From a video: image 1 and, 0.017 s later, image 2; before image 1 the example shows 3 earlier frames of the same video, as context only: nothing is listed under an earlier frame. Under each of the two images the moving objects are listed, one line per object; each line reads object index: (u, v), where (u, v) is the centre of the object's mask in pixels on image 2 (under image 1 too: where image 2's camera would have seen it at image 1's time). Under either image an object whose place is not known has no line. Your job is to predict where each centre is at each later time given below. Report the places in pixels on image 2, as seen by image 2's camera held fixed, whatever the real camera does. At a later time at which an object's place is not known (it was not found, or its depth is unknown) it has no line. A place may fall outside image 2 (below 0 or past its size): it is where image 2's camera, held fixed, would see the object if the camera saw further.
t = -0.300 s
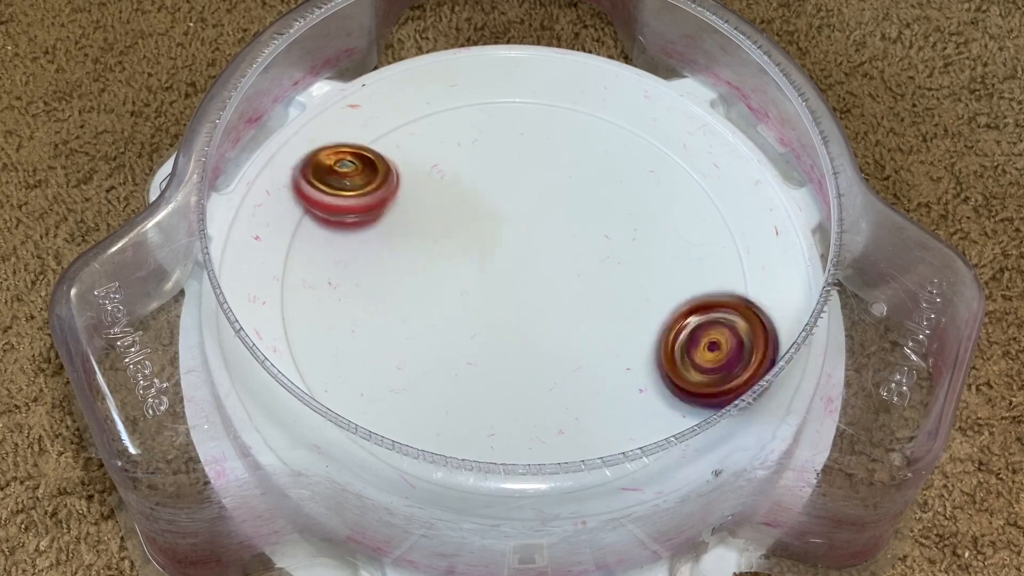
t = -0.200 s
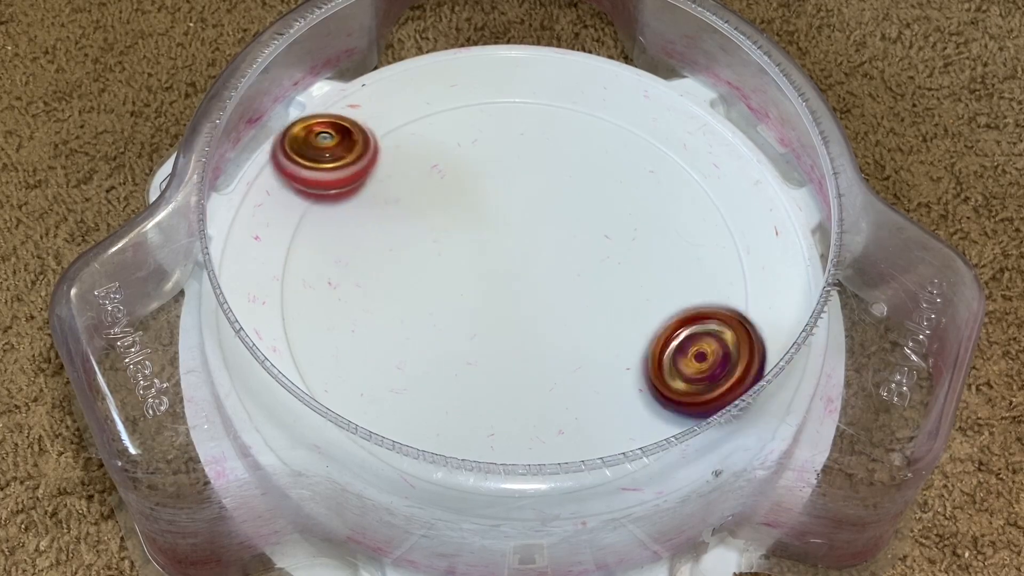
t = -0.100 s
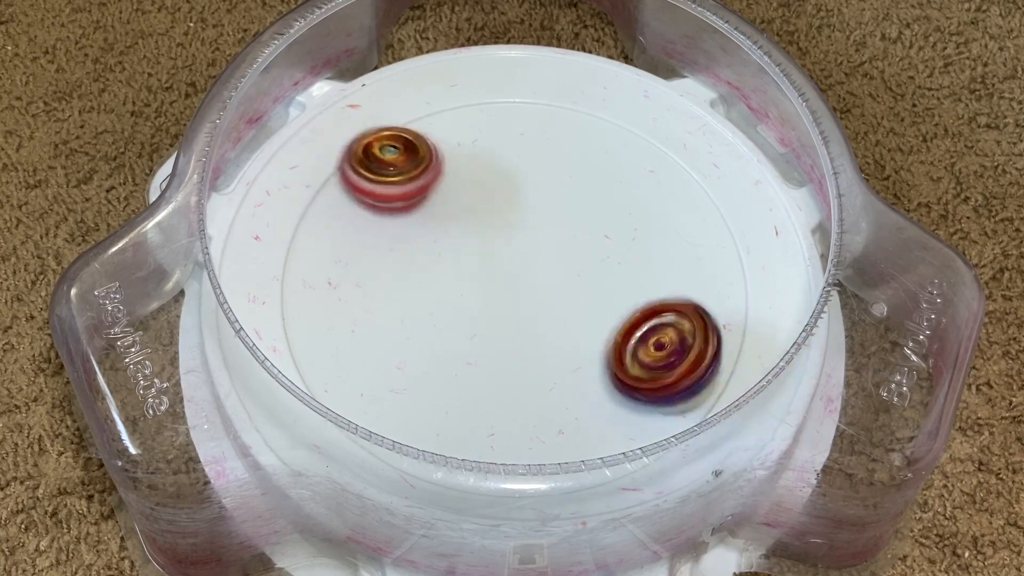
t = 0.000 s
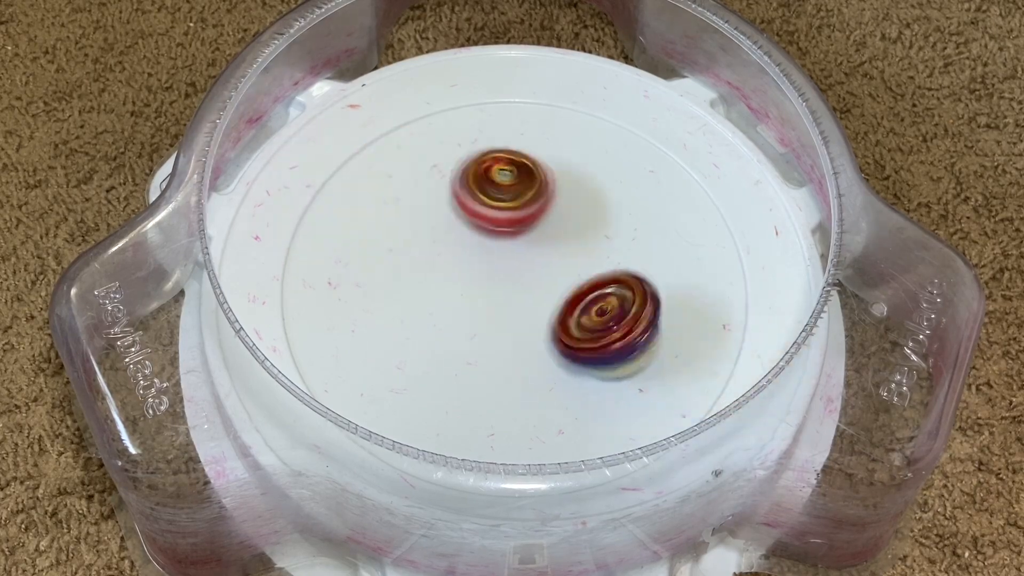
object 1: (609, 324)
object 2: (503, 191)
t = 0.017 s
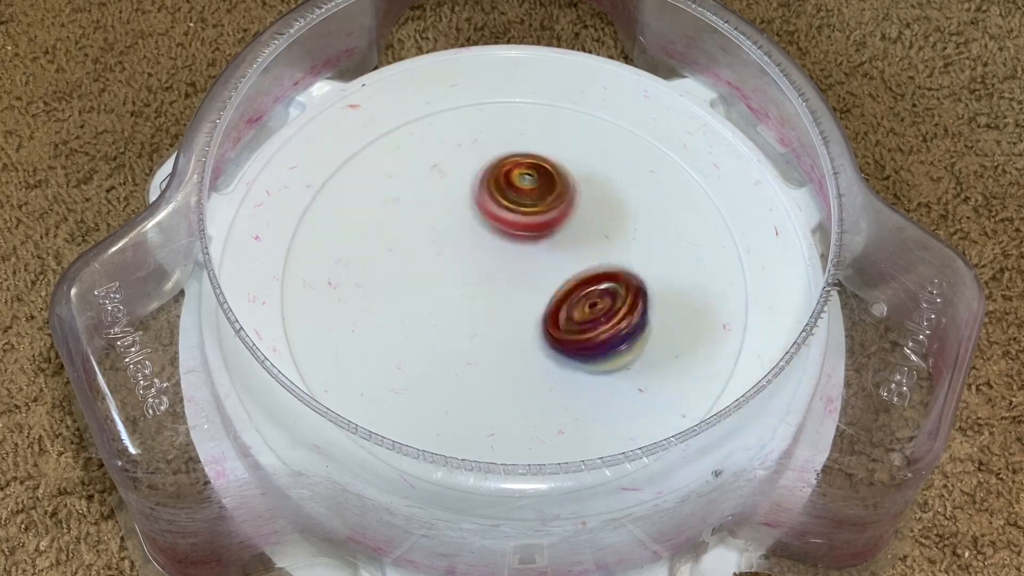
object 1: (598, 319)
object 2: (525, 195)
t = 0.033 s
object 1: (587, 314)
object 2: (547, 199)
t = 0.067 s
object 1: (568, 303)
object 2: (595, 209)
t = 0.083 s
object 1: (559, 306)
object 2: (618, 202)
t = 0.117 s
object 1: (538, 313)
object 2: (662, 192)
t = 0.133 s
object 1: (527, 320)
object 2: (682, 186)
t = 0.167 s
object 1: (506, 328)
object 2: (720, 179)
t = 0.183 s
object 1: (496, 332)
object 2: (732, 178)
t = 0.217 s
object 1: (477, 337)
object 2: (751, 185)
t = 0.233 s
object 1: (468, 340)
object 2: (759, 190)
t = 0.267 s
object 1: (450, 345)
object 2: (766, 202)
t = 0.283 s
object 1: (443, 348)
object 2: (766, 210)
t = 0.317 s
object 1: (430, 351)
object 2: (766, 228)
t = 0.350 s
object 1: (420, 354)
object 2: (764, 247)
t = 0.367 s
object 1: (417, 355)
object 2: (762, 258)
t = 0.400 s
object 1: (412, 355)
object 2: (757, 279)
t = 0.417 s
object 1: (410, 354)
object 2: (754, 291)
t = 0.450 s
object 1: (410, 352)
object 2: (745, 315)
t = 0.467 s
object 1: (411, 350)
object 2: (737, 329)
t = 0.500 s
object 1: (414, 346)
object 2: (716, 355)
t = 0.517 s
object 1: (417, 345)
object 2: (701, 369)
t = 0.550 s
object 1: (424, 340)
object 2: (665, 396)
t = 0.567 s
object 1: (429, 337)
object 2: (641, 402)
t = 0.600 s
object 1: (438, 332)
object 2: (591, 415)
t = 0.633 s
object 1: (450, 327)
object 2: (535, 420)
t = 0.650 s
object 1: (456, 324)
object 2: (507, 418)
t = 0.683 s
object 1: (467, 316)
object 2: (450, 407)
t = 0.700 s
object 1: (473, 314)
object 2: (422, 397)
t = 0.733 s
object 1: (482, 311)
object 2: (372, 371)
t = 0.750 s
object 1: (486, 309)
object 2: (349, 355)
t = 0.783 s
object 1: (494, 302)
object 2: (312, 318)
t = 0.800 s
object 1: (497, 300)
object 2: (298, 299)
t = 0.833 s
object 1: (501, 291)
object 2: (277, 256)
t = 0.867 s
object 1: (505, 283)
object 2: (282, 212)
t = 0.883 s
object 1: (505, 278)
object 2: (289, 194)
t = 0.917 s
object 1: (502, 267)
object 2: (308, 156)
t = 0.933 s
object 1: (501, 262)
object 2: (320, 137)
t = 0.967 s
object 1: (495, 251)
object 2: (345, 99)
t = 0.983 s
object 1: (492, 245)
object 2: (361, 86)
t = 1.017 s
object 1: (484, 234)
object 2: (407, 69)
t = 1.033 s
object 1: (479, 228)
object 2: (431, 60)
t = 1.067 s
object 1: (468, 217)
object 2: (480, 44)
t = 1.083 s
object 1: (461, 212)
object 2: (505, 38)
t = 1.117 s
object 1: (449, 204)
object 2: (557, 33)
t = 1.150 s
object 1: (435, 196)
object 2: (602, 41)
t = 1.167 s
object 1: (428, 194)
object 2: (608, 57)
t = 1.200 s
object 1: (415, 190)
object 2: (622, 97)
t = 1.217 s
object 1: (409, 188)
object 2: (628, 120)
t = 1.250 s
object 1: (400, 187)
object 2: (641, 167)
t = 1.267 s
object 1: (396, 187)
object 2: (645, 193)
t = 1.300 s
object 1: (391, 189)
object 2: (650, 245)
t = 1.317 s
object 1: (388, 191)
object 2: (649, 272)
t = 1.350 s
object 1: (389, 196)
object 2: (641, 325)
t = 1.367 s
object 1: (390, 200)
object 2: (634, 350)
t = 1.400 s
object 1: (396, 208)
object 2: (613, 397)
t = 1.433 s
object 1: (404, 218)
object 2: (582, 440)
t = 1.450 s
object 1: (409, 224)
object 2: (564, 461)
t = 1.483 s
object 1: (419, 236)
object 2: (521, 475)
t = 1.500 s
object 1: (425, 243)
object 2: (498, 475)
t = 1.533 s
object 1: (435, 256)
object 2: (443, 479)
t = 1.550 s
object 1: (441, 263)
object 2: (418, 485)
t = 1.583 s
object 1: (451, 273)
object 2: (375, 472)
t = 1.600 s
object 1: (457, 280)
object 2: (357, 451)
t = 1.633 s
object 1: (466, 290)
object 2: (320, 420)
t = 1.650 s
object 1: (471, 295)
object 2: (300, 405)
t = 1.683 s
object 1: (480, 301)
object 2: (263, 371)
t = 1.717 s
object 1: (487, 304)
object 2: (230, 332)
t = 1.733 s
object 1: (490, 305)
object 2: (223, 312)
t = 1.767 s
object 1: (497, 303)
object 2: (232, 273)
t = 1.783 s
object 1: (501, 303)
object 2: (259, 260)
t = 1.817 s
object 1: (508, 297)
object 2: (290, 236)
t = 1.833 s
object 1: (511, 295)
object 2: (310, 225)
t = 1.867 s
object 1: (520, 289)
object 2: (353, 202)
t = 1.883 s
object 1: (524, 286)
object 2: (375, 192)
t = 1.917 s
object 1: (533, 280)
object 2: (426, 174)
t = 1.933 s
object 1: (537, 278)
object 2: (450, 167)
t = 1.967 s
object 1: (547, 272)
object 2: (500, 157)
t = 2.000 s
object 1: (556, 268)
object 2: (549, 152)
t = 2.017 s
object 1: (561, 265)
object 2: (574, 152)
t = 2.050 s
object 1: (569, 263)
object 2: (621, 153)
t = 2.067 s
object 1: (574, 261)
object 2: (642, 156)
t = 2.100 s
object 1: (580, 260)
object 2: (685, 165)
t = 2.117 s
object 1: (584, 259)
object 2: (704, 172)
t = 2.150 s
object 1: (588, 258)
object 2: (735, 190)
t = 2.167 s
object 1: (589, 257)
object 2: (739, 204)
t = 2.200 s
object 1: (590, 257)
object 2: (743, 242)
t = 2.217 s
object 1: (592, 258)
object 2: (745, 259)
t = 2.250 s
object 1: (594, 259)
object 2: (745, 295)
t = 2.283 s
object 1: (597, 260)
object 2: (735, 331)
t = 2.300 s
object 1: (599, 260)
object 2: (723, 347)
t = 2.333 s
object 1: (602, 261)
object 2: (697, 383)
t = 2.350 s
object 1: (604, 263)
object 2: (681, 400)
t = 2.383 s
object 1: (608, 265)
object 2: (641, 429)
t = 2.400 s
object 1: (610, 266)
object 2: (615, 435)
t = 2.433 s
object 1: (614, 269)
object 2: (565, 449)
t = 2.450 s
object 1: (617, 271)
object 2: (535, 455)
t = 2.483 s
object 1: (620, 274)
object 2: (475, 451)
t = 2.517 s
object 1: (624, 279)
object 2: (421, 435)
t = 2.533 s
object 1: (626, 281)
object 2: (400, 422)
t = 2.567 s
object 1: (627, 287)
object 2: (357, 393)
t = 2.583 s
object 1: (629, 290)
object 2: (349, 370)
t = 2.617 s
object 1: (629, 296)
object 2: (321, 337)
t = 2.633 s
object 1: (630, 299)
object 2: (310, 319)
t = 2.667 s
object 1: (628, 305)
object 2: (305, 278)
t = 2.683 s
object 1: (628, 308)
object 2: (306, 258)
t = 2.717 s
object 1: (627, 314)
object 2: (316, 219)
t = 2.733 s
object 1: (626, 317)
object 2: (325, 201)
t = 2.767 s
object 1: (622, 324)
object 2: (349, 167)
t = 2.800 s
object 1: (618, 331)
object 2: (379, 137)
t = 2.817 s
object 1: (616, 334)
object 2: (396, 124)
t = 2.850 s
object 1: (610, 340)
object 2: (434, 102)
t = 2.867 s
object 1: (607, 344)
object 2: (455, 92)
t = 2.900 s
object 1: (599, 351)
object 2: (499, 77)
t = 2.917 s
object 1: (596, 354)
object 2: (520, 75)
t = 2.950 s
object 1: (586, 361)
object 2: (566, 87)
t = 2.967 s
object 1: (582, 364)
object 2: (588, 91)
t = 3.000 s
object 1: (571, 371)
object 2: (630, 107)
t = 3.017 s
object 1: (566, 373)
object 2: (649, 122)
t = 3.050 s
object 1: (554, 379)
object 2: (684, 151)
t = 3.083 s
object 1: (541, 384)
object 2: (711, 183)
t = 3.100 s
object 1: (535, 386)
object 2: (720, 203)
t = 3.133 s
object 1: (521, 390)
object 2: (736, 243)
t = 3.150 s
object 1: (514, 391)
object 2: (739, 265)
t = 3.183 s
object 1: (499, 393)
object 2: (732, 311)
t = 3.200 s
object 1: (492, 394)
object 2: (723, 335)
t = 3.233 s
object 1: (477, 393)
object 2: (691, 374)
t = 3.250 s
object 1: (469, 393)
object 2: (673, 388)
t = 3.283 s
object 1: (453, 390)
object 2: (631, 424)
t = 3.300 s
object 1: (446, 388)
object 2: (606, 435)
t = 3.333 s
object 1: (432, 384)
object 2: (554, 451)
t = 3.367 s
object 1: (417, 375)
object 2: (501, 458)
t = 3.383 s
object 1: (397, 358)
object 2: (492, 466)
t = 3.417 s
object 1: (358, 320)
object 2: (472, 468)
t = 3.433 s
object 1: (341, 302)
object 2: (462, 472)
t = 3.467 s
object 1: (312, 267)
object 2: (440, 471)
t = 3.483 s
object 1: (300, 249)
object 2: (428, 466)
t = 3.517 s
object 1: (289, 215)
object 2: (401, 460)
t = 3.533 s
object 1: (285, 201)
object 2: (392, 446)
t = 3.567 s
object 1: (277, 169)
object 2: (370, 423)
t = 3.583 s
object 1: (282, 158)
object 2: (361, 410)
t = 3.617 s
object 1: (307, 149)
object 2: (344, 380)
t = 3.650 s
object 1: (332, 140)
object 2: (332, 342)
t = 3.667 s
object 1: (345, 139)
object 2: (331, 322)
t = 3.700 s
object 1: (370, 137)
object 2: (334, 282)
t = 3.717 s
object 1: (383, 138)
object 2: (339, 262)
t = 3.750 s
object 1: (414, 142)
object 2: (356, 226)
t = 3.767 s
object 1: (429, 143)
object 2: (367, 209)
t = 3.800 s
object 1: (467, 131)
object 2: (378, 198)
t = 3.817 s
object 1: (486, 126)
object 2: (384, 196)
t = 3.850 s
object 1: (522, 116)
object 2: (405, 189)
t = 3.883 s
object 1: (554, 109)
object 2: (431, 185)
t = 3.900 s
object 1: (570, 108)
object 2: (447, 185)
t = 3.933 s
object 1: (596, 113)
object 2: (480, 188)
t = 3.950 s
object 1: (607, 121)
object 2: (496, 192)
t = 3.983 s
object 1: (626, 136)
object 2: (531, 203)
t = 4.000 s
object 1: (634, 145)
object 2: (548, 209)
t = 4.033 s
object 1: (653, 167)
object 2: (575, 229)
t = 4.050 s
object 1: (662, 172)
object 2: (585, 244)
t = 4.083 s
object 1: (678, 187)
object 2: (599, 274)
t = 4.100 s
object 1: (683, 195)
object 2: (605, 291)
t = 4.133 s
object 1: (688, 213)
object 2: (612, 323)
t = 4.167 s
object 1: (685, 232)
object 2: (611, 356)
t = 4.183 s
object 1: (682, 240)
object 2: (610, 372)
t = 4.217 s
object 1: (668, 256)
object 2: (597, 401)
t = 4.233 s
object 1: (658, 262)
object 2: (589, 411)
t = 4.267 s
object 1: (637, 276)
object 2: (564, 425)
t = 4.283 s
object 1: (626, 280)
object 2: (554, 449)
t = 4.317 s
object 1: (602, 287)
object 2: (521, 464)
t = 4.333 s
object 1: (591, 289)
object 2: (502, 457)
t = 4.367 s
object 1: (566, 290)
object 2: (466, 444)
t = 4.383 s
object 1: (554, 291)
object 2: (449, 436)
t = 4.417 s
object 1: (533, 287)
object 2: (423, 410)
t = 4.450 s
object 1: (513, 279)
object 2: (391, 392)
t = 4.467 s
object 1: (504, 274)
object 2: (376, 381)
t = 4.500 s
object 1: (487, 263)
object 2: (356, 353)
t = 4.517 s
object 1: (479, 257)
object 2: (350, 335)
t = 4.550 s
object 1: (463, 244)
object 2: (349, 303)
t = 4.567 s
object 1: (456, 237)
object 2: (352, 286)
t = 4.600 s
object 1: (464, 216)
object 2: (338, 264)
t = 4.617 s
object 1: (473, 202)
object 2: (330, 254)
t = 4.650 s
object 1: (484, 175)
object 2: (321, 236)
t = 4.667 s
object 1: (490, 164)
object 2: (320, 227)
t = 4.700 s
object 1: (499, 140)
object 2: (327, 211)
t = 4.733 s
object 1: (504, 119)
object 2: (342, 196)
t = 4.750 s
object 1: (506, 111)
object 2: (353, 191)
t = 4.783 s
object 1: (510, 97)
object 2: (381, 181)
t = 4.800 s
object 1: (510, 90)
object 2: (397, 177)
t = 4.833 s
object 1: (511, 81)
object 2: (435, 175)
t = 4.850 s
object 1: (514, 84)
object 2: (455, 176)
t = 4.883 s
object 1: (519, 83)
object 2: (492, 191)
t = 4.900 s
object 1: (525, 84)
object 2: (508, 204)
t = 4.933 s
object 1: (532, 89)
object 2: (538, 233)
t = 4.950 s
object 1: (536, 97)
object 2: (553, 247)
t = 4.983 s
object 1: (541, 109)
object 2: (581, 275)
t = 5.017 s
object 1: (548, 126)
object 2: (604, 303)
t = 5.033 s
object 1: (551, 134)
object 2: (613, 317)
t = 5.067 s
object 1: (555, 153)
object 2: (628, 347)
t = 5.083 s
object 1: (557, 164)
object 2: (632, 361)
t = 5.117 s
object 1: (560, 182)
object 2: (638, 390)
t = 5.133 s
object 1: (560, 194)
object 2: (636, 400)
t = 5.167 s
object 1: (566, 214)
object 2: (630, 431)
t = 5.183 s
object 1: (566, 223)
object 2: (624, 440)
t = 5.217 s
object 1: (572, 243)
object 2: (600, 446)
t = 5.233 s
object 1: (574, 252)
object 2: (586, 447)
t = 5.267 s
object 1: (581, 269)
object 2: (556, 443)
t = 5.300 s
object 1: (590, 286)
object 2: (527, 439)
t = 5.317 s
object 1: (594, 294)
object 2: (513, 426)
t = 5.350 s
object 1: (602, 310)
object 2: (491, 417)
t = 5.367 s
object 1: (606, 320)
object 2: (479, 410)
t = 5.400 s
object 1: (610, 337)
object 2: (458, 390)
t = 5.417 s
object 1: (611, 345)
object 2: (451, 379)
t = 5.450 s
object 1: (610, 360)
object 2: (438, 357)
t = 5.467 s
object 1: (610, 366)
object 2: (433, 345)
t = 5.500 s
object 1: (606, 379)
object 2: (426, 322)
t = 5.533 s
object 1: (600, 389)
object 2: (427, 298)
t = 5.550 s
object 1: (597, 393)
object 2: (429, 286)
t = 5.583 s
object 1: (588, 401)
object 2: (440, 263)
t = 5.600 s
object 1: (583, 403)
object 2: (446, 252)
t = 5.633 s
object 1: (571, 407)
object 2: (464, 230)
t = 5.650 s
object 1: (565, 408)
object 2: (474, 221)
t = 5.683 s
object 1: (551, 409)
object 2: (497, 202)
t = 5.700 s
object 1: (543, 408)
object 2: (509, 194)
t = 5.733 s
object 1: (526, 407)
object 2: (536, 180)
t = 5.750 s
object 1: (517, 405)
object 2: (550, 174)
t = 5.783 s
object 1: (498, 400)
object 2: (579, 163)
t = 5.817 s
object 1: (477, 391)
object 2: (608, 156)
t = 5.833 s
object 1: (467, 385)
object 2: (623, 154)
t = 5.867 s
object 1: (447, 372)
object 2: (652, 152)
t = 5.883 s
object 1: (436, 365)
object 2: (665, 153)
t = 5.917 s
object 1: (416, 348)
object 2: (690, 156)
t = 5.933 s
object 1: (407, 338)
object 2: (700, 160)
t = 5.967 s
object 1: (390, 318)
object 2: (703, 181)
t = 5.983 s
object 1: (384, 308)
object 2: (704, 192)
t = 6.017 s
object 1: (371, 284)
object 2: (699, 215)
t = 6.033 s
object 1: (366, 274)
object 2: (694, 227)
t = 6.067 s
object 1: (359, 249)
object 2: (681, 249)
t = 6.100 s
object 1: (355, 228)
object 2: (664, 272)
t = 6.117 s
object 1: (355, 216)
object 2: (654, 282)
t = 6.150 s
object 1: (355, 195)
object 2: (633, 301)
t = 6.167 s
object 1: (357, 185)
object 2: (621, 309)
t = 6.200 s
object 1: (362, 164)
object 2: (596, 325)
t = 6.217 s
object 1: (364, 158)
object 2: (582, 332)
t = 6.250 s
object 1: (375, 140)
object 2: (553, 340)
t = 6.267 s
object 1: (383, 139)
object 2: (537, 342)
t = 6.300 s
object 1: (401, 136)
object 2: (507, 342)
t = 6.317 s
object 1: (410, 136)
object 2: (493, 339)
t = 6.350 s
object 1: (429, 137)
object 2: (464, 329)
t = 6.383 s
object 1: (447, 139)
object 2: (436, 315)
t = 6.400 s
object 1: (459, 141)
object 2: (423, 306)
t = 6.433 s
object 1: (479, 145)
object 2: (400, 285)
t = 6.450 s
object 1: (490, 148)
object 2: (390, 273)
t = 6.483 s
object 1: (512, 153)
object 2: (373, 248)
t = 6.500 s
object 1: (524, 156)
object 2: (367, 234)
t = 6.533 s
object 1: (546, 163)
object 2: (358, 207)
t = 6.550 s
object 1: (558, 166)
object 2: (355, 194)
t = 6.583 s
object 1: (581, 173)
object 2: (355, 168)
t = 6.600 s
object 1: (593, 178)
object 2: (356, 155)
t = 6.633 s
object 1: (615, 186)
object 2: (362, 134)
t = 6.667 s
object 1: (637, 197)
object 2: (376, 123)
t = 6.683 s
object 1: (648, 204)
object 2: (387, 122)
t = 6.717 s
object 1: (666, 218)
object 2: (410, 121)
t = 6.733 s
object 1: (675, 225)
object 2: (421, 123)
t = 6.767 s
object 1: (690, 240)
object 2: (444, 128)
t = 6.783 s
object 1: (696, 248)
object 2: (455, 133)
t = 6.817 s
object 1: (706, 264)
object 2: (477, 144)
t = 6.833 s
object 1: (709, 273)
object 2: (488, 150)
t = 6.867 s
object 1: (713, 288)
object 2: (510, 164)
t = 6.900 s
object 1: (709, 302)
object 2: (530, 180)
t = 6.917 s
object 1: (705, 308)
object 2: (539, 188)
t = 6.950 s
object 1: (696, 318)
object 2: (556, 205)
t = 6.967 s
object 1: (689, 321)
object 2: (563, 215)
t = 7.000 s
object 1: (675, 329)
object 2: (575, 235)
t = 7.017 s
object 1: (667, 332)
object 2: (579, 246)
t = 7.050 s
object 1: (651, 340)
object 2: (578, 267)
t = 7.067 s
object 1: (648, 348)
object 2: (569, 272)
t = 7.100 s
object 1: (638, 365)
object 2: (548, 280)
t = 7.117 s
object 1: (630, 370)
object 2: (538, 284)
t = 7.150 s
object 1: (610, 379)
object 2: (520, 292)
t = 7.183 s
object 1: (588, 384)
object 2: (504, 298)
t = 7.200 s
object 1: (578, 386)
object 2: (497, 301)
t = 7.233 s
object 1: (554, 386)
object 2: (483, 304)
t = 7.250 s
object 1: (546, 390)
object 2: (472, 301)
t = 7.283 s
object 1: (533, 393)
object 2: (451, 290)
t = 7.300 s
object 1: (526, 394)
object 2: (442, 285)
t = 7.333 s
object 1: (513, 390)
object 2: (427, 276)
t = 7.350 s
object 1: (506, 390)
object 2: (422, 271)
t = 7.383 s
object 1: (494, 383)
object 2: (414, 264)
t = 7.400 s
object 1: (488, 380)
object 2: (412, 262)
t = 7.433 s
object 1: (475, 369)
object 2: (411, 258)
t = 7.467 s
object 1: (463, 357)
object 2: (412, 257)
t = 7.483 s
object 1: (458, 350)
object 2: (411, 254)
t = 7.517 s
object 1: (455, 348)
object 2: (407, 242)
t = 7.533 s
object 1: (454, 348)
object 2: (405, 236)
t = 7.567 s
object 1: (455, 343)
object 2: (406, 227)
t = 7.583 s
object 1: (456, 341)
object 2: (407, 224)
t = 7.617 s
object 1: (460, 334)
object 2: (410, 221)
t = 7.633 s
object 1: (460, 331)
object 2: (412, 220)
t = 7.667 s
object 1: (465, 323)
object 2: (417, 220)
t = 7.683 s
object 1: (466, 319)
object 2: (420, 219)
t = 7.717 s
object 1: (474, 308)
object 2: (426, 220)
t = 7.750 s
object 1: (481, 302)
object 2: (430, 220)
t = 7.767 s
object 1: (485, 298)
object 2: (431, 219)
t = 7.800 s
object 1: (498, 292)
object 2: (434, 218)
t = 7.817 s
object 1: (503, 291)
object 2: (435, 217)
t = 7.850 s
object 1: (518, 285)
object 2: (437, 217)
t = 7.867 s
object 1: (524, 285)
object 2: (438, 217)
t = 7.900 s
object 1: (537, 279)
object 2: (441, 218)
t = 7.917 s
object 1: (542, 279)
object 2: (443, 219)
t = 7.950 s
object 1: (554, 277)
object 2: (448, 221)
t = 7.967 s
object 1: (558, 278)
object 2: (449, 222)
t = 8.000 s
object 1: (565, 278)
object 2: (453, 225)
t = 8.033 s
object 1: (569, 279)
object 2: (458, 227)
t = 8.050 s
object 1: (571, 279)
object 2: (460, 229)
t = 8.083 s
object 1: (573, 281)
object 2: (464, 232)
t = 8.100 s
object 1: (575, 280)
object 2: (467, 233)
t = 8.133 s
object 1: (575, 281)
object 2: (471, 235)
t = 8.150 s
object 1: (576, 280)
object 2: (473, 236)
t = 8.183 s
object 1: (576, 281)
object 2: (475, 238)
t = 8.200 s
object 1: (578, 281)
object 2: (477, 239)
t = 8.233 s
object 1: (578, 282)
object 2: (479, 241)
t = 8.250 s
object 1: (579, 283)
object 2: (480, 242)
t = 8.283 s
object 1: (578, 284)
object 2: (483, 243)
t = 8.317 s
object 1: (578, 286)
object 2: (485, 245)
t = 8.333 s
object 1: (585, 287)
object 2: (477, 246)
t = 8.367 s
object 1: (595, 289)
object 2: (460, 244)
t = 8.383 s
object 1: (597, 288)
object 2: (454, 244)
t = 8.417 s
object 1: (600, 288)
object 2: (445, 245)
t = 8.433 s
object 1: (599, 288)
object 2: (441, 246)
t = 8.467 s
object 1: (596, 288)
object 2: (437, 249)
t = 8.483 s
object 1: (594, 288)
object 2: (437, 250)
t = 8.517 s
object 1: (588, 288)
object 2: (439, 252)
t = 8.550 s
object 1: (581, 288)
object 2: (441, 253)
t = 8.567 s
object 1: (577, 286)
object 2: (443, 254)
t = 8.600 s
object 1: (569, 285)
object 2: (446, 254)
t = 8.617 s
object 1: (565, 283)
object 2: (448, 255)
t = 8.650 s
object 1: (557, 281)
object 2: (452, 256)
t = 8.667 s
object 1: (555, 277)
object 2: (453, 256)
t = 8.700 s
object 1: (552, 274)
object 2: (451, 256)
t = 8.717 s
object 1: (551, 272)
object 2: (449, 257)
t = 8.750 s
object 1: (553, 270)
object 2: (446, 257)
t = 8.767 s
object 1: (552, 268)
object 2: (444, 257)
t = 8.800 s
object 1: (551, 267)
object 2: (445, 258)
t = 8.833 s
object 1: (551, 264)
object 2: (446, 258)
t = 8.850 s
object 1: (553, 263)
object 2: (444, 258)
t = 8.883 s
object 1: (557, 260)
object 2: (439, 258)
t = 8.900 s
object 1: (558, 259)
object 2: (440, 258)
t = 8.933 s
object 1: (558, 257)
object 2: (441, 259)
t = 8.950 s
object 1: (559, 257)
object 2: (441, 258)
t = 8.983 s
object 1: (558, 256)
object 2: (444, 257)
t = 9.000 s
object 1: (559, 255)
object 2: (445, 258)
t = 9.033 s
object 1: (558, 254)
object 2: (448, 257)
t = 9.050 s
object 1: (558, 254)
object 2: (449, 258)
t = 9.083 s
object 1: (563, 259)
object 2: (450, 257)
